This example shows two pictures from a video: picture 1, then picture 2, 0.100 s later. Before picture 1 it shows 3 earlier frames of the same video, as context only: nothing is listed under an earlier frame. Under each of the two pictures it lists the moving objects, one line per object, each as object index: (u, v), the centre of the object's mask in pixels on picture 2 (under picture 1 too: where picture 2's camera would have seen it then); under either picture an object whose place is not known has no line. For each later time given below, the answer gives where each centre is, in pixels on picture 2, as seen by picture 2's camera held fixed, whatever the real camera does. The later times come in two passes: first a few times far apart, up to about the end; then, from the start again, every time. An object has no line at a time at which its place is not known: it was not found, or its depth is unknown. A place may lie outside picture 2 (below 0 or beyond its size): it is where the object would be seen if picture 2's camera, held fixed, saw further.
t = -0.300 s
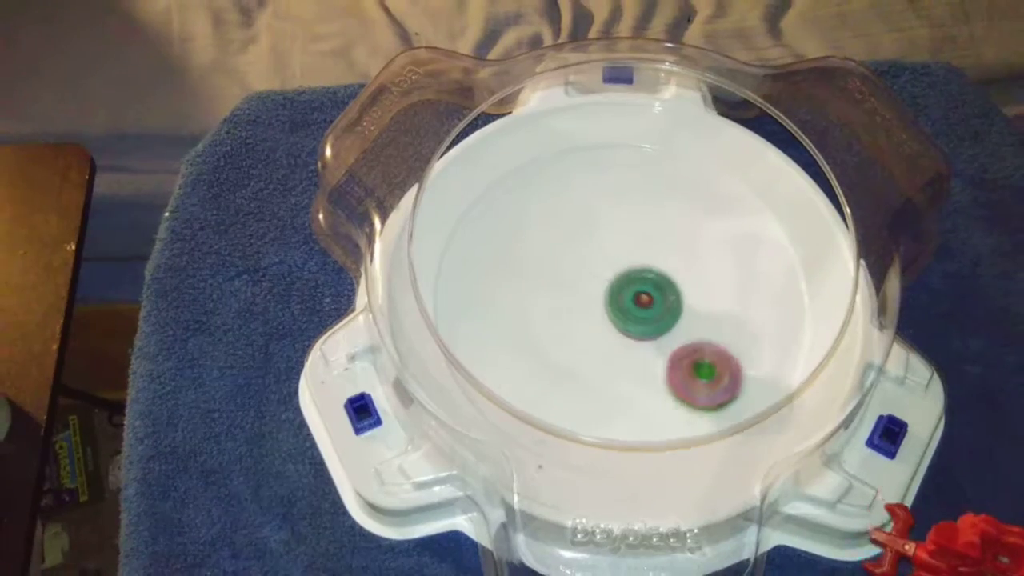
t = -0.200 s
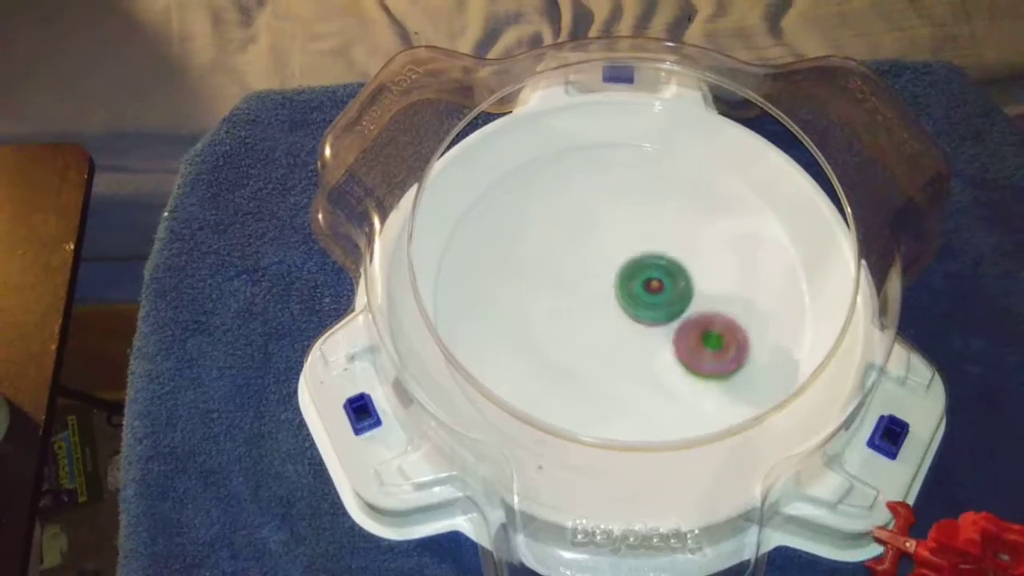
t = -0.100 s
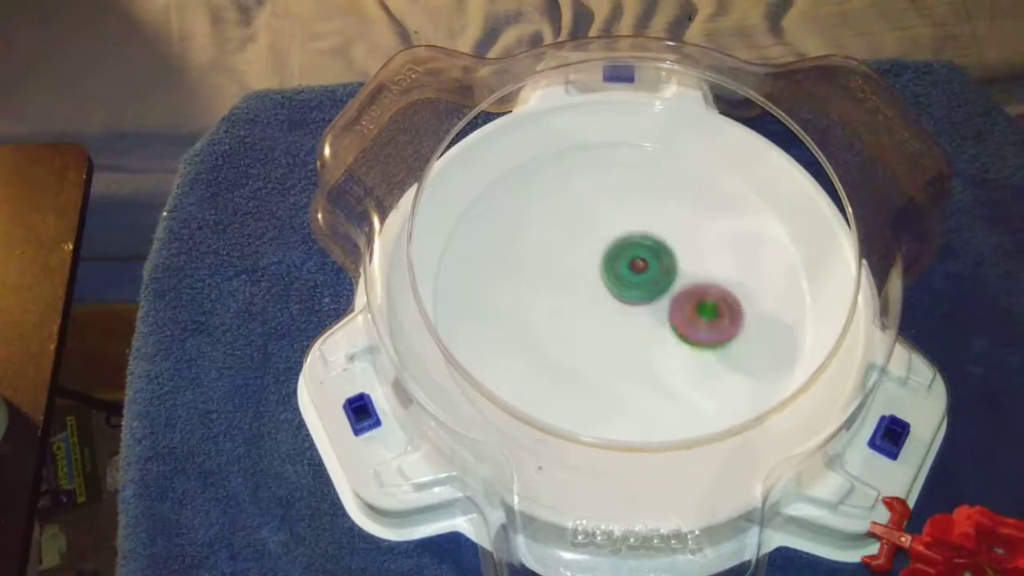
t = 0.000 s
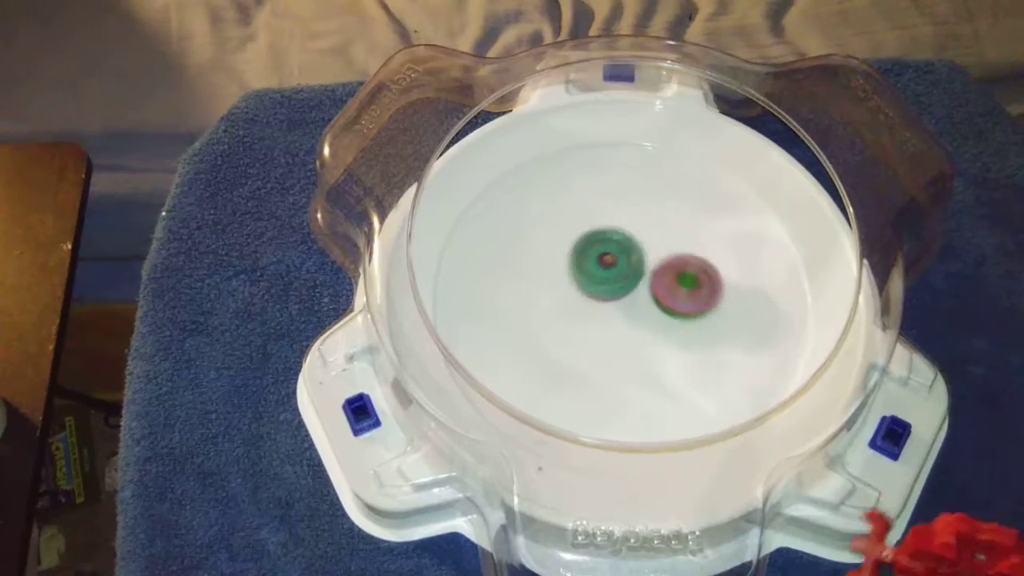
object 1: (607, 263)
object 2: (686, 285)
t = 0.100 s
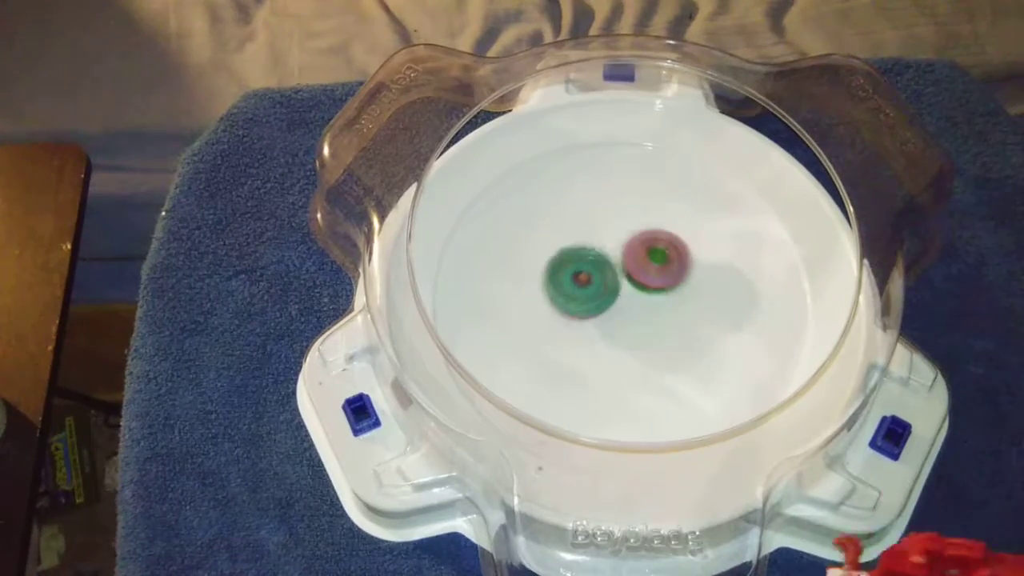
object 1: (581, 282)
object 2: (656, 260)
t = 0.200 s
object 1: (581, 311)
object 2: (622, 244)
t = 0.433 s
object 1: (654, 311)
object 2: (571, 240)
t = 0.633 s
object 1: (638, 249)
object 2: (561, 251)
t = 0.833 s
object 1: (631, 229)
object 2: (518, 269)
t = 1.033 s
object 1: (631, 270)
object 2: (547, 295)
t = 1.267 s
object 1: (688, 288)
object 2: (602, 298)
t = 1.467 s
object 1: (717, 248)
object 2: (611, 294)
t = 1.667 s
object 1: (666, 233)
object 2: (630, 306)
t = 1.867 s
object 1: (630, 256)
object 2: (640, 332)
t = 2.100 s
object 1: (619, 265)
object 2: (657, 374)
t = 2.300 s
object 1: (633, 286)
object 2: (660, 364)
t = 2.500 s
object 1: (639, 258)
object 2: (648, 343)
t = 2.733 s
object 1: (583, 222)
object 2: (619, 331)
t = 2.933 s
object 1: (549, 250)
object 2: (609, 312)
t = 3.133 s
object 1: (548, 253)
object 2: (642, 315)
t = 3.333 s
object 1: (581, 249)
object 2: (660, 289)
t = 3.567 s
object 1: (584, 230)
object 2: (668, 278)
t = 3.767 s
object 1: (603, 239)
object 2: (676, 284)
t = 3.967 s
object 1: (611, 245)
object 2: (675, 294)
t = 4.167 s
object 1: (602, 252)
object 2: (669, 318)
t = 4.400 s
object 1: (596, 270)
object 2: (644, 328)
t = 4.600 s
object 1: (602, 263)
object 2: (628, 334)
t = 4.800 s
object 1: (610, 243)
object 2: (614, 329)
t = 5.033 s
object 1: (616, 228)
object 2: (604, 321)
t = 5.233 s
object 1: (615, 208)
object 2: (610, 320)
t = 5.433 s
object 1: (623, 231)
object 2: (623, 314)
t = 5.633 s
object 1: (648, 239)
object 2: (633, 320)
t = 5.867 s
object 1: (676, 255)
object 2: (635, 323)
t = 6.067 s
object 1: (681, 267)
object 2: (626, 318)
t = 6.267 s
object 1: (685, 263)
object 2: (610, 309)
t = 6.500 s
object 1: (679, 274)
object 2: (594, 290)
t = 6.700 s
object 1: (683, 289)
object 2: (590, 273)
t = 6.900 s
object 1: (675, 305)
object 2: (603, 265)
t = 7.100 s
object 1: (672, 340)
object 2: (608, 251)
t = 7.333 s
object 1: (660, 354)
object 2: (622, 265)
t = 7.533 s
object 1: (626, 350)
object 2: (627, 271)
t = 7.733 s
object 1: (589, 346)
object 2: (619, 280)
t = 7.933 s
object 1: (566, 334)
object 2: (625, 272)
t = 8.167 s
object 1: (561, 297)
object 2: (666, 268)
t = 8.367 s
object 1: (582, 283)
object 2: (691, 277)
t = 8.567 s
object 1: (601, 292)
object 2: (679, 299)
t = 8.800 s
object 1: (569, 285)
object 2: (695, 320)
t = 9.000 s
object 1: (571, 289)
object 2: (683, 317)
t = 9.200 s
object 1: (579, 299)
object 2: (668, 292)
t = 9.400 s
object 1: (598, 314)
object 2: (673, 268)
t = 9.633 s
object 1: (624, 324)
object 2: (678, 265)
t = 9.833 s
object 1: (626, 326)
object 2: (665, 267)
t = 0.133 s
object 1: (578, 291)
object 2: (644, 254)
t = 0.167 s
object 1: (577, 301)
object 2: (633, 248)
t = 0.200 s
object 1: (581, 311)
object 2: (622, 244)
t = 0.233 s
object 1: (588, 320)
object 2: (612, 241)
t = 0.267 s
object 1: (599, 327)
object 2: (603, 239)
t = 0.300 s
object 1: (611, 330)
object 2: (595, 237)
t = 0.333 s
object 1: (624, 330)
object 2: (588, 237)
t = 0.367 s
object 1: (636, 327)
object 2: (581, 237)
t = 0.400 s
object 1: (646, 320)
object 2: (576, 239)
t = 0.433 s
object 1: (654, 311)
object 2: (571, 240)
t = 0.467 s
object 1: (659, 300)
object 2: (568, 242)
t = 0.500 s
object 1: (660, 290)
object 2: (566, 243)
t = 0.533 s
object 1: (659, 277)
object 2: (564, 246)
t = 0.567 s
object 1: (654, 267)
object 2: (563, 248)
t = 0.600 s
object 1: (646, 257)
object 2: (562, 249)
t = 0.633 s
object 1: (638, 249)
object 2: (561, 251)
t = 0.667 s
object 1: (641, 243)
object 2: (546, 251)
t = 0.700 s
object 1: (642, 238)
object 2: (534, 253)
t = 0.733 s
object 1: (642, 233)
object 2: (526, 255)
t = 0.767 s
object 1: (639, 230)
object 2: (521, 259)
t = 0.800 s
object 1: (636, 228)
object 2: (519, 264)
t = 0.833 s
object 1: (631, 229)
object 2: (518, 269)
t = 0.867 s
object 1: (627, 232)
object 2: (519, 274)
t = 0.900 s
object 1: (624, 237)
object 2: (522, 279)
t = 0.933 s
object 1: (622, 244)
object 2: (527, 284)
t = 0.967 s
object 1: (623, 253)
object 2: (533, 288)
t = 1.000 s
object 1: (626, 261)
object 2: (540, 292)
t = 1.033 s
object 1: (631, 270)
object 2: (547, 295)
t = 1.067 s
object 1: (637, 278)
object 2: (555, 297)
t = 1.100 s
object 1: (645, 284)
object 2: (563, 299)
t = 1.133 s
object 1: (655, 289)
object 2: (572, 300)
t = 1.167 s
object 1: (664, 292)
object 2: (580, 300)
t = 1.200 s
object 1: (674, 293)
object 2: (587, 300)
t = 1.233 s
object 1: (682, 292)
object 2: (595, 299)
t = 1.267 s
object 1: (688, 288)
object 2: (602, 298)
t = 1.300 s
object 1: (693, 284)
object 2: (610, 298)
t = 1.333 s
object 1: (695, 279)
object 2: (617, 296)
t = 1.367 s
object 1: (704, 273)
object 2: (615, 296)
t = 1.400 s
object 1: (712, 265)
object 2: (611, 294)
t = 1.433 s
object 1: (717, 256)
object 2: (610, 294)
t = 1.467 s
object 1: (717, 248)
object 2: (611, 294)
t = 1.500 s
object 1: (713, 240)
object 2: (614, 295)
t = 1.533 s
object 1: (706, 234)
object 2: (618, 296)
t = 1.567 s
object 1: (696, 231)
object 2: (623, 297)
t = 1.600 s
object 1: (685, 231)
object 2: (628, 297)
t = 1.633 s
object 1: (673, 234)
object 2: (632, 298)
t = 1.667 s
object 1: (666, 233)
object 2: (630, 306)
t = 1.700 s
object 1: (661, 231)
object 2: (629, 314)
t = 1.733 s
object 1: (654, 231)
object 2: (630, 320)
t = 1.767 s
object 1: (647, 234)
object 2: (632, 324)
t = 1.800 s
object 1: (639, 240)
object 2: (635, 327)
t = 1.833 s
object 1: (633, 247)
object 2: (638, 330)
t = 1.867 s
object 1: (630, 256)
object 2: (640, 332)
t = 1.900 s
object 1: (627, 261)
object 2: (641, 342)
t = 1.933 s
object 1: (626, 259)
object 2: (643, 355)
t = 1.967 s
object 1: (624, 259)
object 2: (645, 363)
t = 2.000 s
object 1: (623, 259)
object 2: (649, 368)
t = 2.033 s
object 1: (621, 260)
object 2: (652, 371)
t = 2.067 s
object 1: (620, 262)
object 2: (655, 373)
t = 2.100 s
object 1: (619, 265)
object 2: (657, 374)
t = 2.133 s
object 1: (619, 268)
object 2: (658, 374)
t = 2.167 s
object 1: (620, 272)
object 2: (659, 374)
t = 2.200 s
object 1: (622, 275)
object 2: (660, 373)
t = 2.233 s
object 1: (625, 279)
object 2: (660, 370)
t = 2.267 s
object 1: (628, 283)
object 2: (660, 367)
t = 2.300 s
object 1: (633, 286)
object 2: (660, 364)
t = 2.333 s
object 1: (637, 288)
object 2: (658, 360)
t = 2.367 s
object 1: (641, 286)
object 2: (657, 358)
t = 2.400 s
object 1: (644, 279)
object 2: (656, 358)
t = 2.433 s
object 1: (644, 271)
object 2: (654, 354)
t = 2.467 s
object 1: (643, 264)
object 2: (652, 349)
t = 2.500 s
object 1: (639, 258)
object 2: (648, 343)
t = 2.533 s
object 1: (633, 252)
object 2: (645, 336)
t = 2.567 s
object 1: (627, 248)
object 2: (640, 329)
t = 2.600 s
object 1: (619, 246)
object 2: (635, 322)
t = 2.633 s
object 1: (611, 246)
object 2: (630, 316)
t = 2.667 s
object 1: (603, 238)
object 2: (626, 321)
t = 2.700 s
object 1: (593, 228)
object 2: (622, 328)
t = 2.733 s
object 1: (583, 222)
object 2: (619, 331)
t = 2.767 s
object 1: (573, 220)
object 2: (617, 332)
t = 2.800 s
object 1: (563, 221)
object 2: (615, 330)
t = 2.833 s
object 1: (555, 225)
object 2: (614, 327)
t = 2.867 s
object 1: (550, 231)
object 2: (612, 322)
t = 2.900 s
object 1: (547, 240)
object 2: (610, 318)
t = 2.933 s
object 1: (549, 250)
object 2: (609, 312)
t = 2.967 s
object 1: (553, 258)
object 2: (610, 310)
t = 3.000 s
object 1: (550, 255)
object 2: (619, 316)
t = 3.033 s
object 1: (548, 253)
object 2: (627, 320)
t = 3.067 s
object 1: (546, 251)
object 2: (633, 321)
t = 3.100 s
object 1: (547, 252)
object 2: (638, 319)
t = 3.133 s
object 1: (548, 253)
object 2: (642, 315)
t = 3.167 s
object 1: (552, 254)
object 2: (645, 310)
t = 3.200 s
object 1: (558, 255)
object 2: (647, 304)
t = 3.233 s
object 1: (566, 256)
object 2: (648, 298)
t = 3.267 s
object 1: (574, 257)
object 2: (649, 293)
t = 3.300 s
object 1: (580, 254)
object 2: (653, 289)
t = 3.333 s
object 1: (581, 249)
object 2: (660, 289)
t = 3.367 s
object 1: (581, 244)
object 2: (664, 287)
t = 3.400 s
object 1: (581, 238)
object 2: (667, 284)
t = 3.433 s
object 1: (581, 233)
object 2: (668, 282)
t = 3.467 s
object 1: (581, 231)
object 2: (668, 280)
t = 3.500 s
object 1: (581, 229)
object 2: (668, 279)
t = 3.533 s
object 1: (582, 229)
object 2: (668, 278)
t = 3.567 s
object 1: (584, 230)
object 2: (668, 278)
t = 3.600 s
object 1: (586, 232)
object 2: (668, 277)
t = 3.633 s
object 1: (590, 235)
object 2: (667, 277)
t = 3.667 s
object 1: (597, 238)
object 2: (667, 277)
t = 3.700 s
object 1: (601, 240)
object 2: (669, 279)
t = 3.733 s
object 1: (602, 239)
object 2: (673, 283)
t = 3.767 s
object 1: (603, 239)
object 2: (676, 284)
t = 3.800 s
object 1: (604, 239)
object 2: (677, 286)
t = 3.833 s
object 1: (605, 240)
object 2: (677, 287)
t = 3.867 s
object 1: (607, 241)
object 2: (677, 287)
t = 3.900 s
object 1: (609, 244)
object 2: (676, 288)
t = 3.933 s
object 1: (612, 245)
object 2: (675, 291)
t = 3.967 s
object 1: (611, 245)
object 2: (675, 294)
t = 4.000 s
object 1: (610, 246)
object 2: (673, 297)
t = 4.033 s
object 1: (609, 248)
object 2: (672, 299)
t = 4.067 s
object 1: (610, 251)
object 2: (669, 302)
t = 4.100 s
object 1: (610, 254)
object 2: (667, 305)
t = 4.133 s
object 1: (605, 253)
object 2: (668, 313)
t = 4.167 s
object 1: (602, 252)
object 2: (669, 318)
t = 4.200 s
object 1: (599, 251)
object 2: (667, 321)
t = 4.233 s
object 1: (595, 252)
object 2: (665, 323)
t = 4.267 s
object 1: (593, 253)
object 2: (662, 324)
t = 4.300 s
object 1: (591, 256)
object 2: (658, 326)
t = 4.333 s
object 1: (591, 260)
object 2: (653, 327)
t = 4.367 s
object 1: (593, 265)
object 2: (649, 328)
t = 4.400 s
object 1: (596, 270)
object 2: (644, 328)
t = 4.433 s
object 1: (597, 271)
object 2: (642, 331)
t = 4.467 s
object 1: (598, 268)
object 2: (639, 335)
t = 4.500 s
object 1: (598, 266)
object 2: (637, 337)
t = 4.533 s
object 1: (599, 265)
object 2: (635, 337)
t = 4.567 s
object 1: (600, 264)
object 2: (631, 336)
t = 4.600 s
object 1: (602, 263)
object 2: (628, 334)
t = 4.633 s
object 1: (604, 262)
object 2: (624, 332)
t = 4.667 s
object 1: (605, 260)
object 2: (622, 332)
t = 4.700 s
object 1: (607, 256)
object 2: (619, 333)
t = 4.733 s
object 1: (608, 251)
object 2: (617, 333)
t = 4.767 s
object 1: (609, 247)
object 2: (616, 331)
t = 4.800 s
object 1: (610, 243)
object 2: (614, 329)
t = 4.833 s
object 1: (611, 241)
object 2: (612, 326)
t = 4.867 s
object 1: (611, 238)
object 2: (611, 323)
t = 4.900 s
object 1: (611, 238)
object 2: (610, 319)
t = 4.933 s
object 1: (611, 238)
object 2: (609, 316)
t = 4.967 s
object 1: (611, 240)
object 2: (608, 313)
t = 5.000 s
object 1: (613, 238)
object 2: (607, 314)
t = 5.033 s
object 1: (616, 228)
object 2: (604, 321)
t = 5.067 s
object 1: (617, 222)
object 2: (603, 326)
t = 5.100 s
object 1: (618, 216)
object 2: (603, 326)
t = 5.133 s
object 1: (618, 211)
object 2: (605, 326)
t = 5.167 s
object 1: (618, 208)
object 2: (606, 324)
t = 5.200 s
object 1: (616, 207)
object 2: (608, 322)
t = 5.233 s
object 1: (615, 208)
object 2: (610, 320)
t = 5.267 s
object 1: (614, 209)
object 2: (612, 317)
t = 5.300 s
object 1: (614, 213)
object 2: (614, 315)
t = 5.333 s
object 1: (614, 220)
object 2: (617, 312)
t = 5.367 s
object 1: (615, 226)
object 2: (620, 308)
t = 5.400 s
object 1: (618, 232)
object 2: (622, 307)
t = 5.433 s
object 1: (623, 231)
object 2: (623, 314)
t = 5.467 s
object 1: (627, 230)
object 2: (625, 318)
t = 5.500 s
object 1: (631, 230)
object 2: (627, 319)
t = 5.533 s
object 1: (636, 232)
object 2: (629, 320)
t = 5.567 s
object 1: (639, 233)
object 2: (631, 320)
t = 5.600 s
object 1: (644, 235)
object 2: (632, 320)
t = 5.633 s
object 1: (648, 239)
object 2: (633, 320)
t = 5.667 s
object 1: (652, 243)
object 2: (634, 320)
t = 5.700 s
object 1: (655, 246)
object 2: (635, 319)
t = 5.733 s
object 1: (660, 251)
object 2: (636, 319)
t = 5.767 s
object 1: (666, 252)
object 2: (635, 322)
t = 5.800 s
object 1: (671, 252)
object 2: (635, 323)
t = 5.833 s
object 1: (673, 253)
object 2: (635, 323)
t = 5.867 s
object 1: (676, 255)
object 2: (635, 323)
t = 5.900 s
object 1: (677, 256)
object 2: (634, 322)
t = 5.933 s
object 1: (678, 259)
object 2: (633, 321)
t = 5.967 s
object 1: (679, 261)
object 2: (632, 320)
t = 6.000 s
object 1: (680, 263)
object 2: (630, 319)
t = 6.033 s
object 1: (681, 265)
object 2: (627, 319)
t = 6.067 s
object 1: (681, 267)
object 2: (626, 318)
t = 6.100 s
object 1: (684, 266)
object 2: (622, 318)
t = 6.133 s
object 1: (688, 264)
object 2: (617, 318)
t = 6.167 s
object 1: (688, 264)
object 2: (615, 317)
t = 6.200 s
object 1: (688, 263)
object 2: (613, 315)
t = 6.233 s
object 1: (687, 262)
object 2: (611, 312)
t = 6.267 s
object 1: (685, 263)
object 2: (610, 309)
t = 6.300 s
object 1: (681, 265)
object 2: (608, 306)
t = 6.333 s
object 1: (675, 268)
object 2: (607, 302)
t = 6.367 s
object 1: (675, 269)
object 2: (602, 300)
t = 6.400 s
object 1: (678, 271)
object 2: (596, 297)
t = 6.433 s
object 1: (679, 272)
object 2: (594, 295)
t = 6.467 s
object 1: (680, 272)
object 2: (594, 293)
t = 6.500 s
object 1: (679, 274)
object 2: (594, 290)
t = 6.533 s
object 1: (678, 275)
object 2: (595, 288)
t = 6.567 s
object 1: (676, 277)
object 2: (596, 285)
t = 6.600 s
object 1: (675, 280)
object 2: (597, 282)
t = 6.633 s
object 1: (678, 283)
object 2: (592, 278)
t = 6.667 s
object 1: (681, 287)
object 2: (590, 275)
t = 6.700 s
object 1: (683, 289)
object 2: (590, 273)
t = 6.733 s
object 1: (684, 292)
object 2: (591, 271)
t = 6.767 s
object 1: (685, 294)
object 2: (593, 268)
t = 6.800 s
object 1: (684, 296)
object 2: (595, 267)
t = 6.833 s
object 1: (682, 299)
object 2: (597, 266)
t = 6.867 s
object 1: (678, 301)
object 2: (600, 265)
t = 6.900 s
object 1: (675, 305)
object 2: (603, 265)
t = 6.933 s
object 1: (670, 307)
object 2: (606, 264)
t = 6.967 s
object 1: (667, 312)
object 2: (608, 264)
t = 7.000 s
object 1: (667, 321)
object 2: (607, 257)
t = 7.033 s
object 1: (669, 327)
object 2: (606, 252)
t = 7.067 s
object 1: (671, 333)
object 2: (606, 251)
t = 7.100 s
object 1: (672, 340)
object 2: (608, 251)
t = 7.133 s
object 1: (672, 345)
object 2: (610, 252)
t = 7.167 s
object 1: (671, 349)
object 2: (612, 253)
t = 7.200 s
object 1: (671, 352)
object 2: (615, 255)
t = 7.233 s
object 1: (669, 354)
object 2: (617, 257)
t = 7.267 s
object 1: (666, 355)
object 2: (619, 259)
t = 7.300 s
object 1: (663, 355)
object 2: (621, 262)
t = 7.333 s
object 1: (660, 354)
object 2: (622, 265)
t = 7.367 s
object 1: (655, 351)
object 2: (624, 268)
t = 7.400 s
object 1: (651, 349)
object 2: (624, 272)
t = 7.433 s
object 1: (644, 345)
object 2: (625, 275)
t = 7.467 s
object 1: (635, 346)
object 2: (626, 274)
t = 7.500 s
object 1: (630, 348)
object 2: (626, 271)
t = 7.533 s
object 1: (626, 350)
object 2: (627, 271)
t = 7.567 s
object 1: (620, 352)
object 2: (626, 272)
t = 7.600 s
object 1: (612, 352)
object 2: (624, 274)
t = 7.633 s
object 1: (607, 352)
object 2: (623, 275)
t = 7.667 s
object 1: (600, 351)
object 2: (621, 276)
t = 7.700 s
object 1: (595, 350)
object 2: (620, 279)
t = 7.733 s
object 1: (589, 346)
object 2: (619, 280)
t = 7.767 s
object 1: (582, 345)
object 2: (619, 279)
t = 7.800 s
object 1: (577, 344)
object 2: (623, 275)
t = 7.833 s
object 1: (574, 344)
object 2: (624, 274)
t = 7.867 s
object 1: (571, 341)
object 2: (624, 274)
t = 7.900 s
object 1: (568, 338)
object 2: (624, 273)
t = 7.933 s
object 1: (566, 334)
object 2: (625, 272)
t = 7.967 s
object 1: (565, 328)
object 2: (626, 272)
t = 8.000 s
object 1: (564, 324)
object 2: (627, 272)
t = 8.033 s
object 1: (565, 317)
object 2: (628, 272)
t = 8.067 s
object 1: (566, 312)
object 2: (629, 273)
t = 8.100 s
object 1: (564, 309)
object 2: (640, 272)
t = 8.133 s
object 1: (561, 302)
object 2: (655, 268)
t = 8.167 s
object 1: (561, 297)
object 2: (666, 268)
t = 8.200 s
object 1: (563, 292)
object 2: (674, 267)
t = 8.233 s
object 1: (566, 291)
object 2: (679, 269)
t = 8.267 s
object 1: (569, 288)
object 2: (683, 269)
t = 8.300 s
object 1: (573, 285)
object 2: (687, 271)
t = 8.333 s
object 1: (578, 283)
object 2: (690, 274)
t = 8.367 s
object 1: (582, 283)
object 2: (691, 277)
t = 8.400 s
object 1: (588, 284)
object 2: (692, 280)
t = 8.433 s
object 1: (590, 286)
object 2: (692, 284)
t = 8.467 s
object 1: (593, 287)
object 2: (690, 288)
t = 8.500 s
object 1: (596, 288)
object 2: (688, 293)
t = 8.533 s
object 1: (598, 290)
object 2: (683, 296)
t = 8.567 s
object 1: (601, 292)
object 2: (679, 299)
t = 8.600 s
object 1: (598, 295)
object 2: (680, 303)
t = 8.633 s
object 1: (598, 294)
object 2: (681, 306)
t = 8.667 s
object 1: (598, 296)
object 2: (676, 308)
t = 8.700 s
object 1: (597, 296)
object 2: (672, 308)
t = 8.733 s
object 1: (586, 291)
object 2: (681, 312)
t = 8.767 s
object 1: (577, 288)
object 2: (689, 317)
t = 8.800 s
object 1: (569, 285)
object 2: (695, 320)
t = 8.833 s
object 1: (568, 285)
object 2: (695, 321)
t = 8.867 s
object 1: (566, 284)
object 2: (693, 321)
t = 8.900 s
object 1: (567, 286)
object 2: (690, 321)
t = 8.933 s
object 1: (567, 286)
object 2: (689, 320)
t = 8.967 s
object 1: (569, 288)
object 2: (687, 319)
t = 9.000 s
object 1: (571, 289)
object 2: (683, 317)
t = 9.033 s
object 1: (574, 293)
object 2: (680, 314)
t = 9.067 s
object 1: (575, 295)
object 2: (677, 311)
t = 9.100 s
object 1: (575, 297)
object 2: (673, 307)
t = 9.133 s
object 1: (576, 297)
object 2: (670, 302)
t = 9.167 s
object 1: (577, 299)
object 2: (669, 298)
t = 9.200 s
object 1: (579, 299)
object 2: (668, 292)
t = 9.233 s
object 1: (582, 301)
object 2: (667, 287)
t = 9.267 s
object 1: (584, 304)
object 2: (667, 282)
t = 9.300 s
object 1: (587, 307)
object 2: (668, 278)
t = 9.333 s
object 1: (589, 310)
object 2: (670, 274)
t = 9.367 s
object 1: (594, 309)
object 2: (671, 271)
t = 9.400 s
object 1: (598, 314)
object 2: (673, 268)
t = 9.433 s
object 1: (602, 317)
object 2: (675, 266)
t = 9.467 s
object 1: (606, 319)
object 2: (677, 264)
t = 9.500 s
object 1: (610, 319)
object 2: (678, 264)
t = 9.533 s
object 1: (614, 321)
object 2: (679, 264)
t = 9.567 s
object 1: (618, 321)
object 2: (679, 264)
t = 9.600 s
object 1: (621, 323)
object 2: (679, 265)
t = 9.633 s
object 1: (624, 324)
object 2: (678, 265)
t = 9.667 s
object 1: (628, 325)
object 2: (676, 267)
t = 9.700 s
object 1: (632, 326)
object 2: (674, 268)
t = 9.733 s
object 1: (632, 326)
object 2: (673, 268)
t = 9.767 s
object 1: (631, 326)
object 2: (671, 267)
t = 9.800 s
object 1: (628, 326)
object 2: (669, 267)
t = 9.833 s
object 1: (626, 326)
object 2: (665, 267)
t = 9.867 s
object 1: (624, 325)
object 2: (660, 265)
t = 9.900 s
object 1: (621, 324)
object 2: (658, 264)
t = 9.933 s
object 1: (619, 322)
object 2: (655, 262)
